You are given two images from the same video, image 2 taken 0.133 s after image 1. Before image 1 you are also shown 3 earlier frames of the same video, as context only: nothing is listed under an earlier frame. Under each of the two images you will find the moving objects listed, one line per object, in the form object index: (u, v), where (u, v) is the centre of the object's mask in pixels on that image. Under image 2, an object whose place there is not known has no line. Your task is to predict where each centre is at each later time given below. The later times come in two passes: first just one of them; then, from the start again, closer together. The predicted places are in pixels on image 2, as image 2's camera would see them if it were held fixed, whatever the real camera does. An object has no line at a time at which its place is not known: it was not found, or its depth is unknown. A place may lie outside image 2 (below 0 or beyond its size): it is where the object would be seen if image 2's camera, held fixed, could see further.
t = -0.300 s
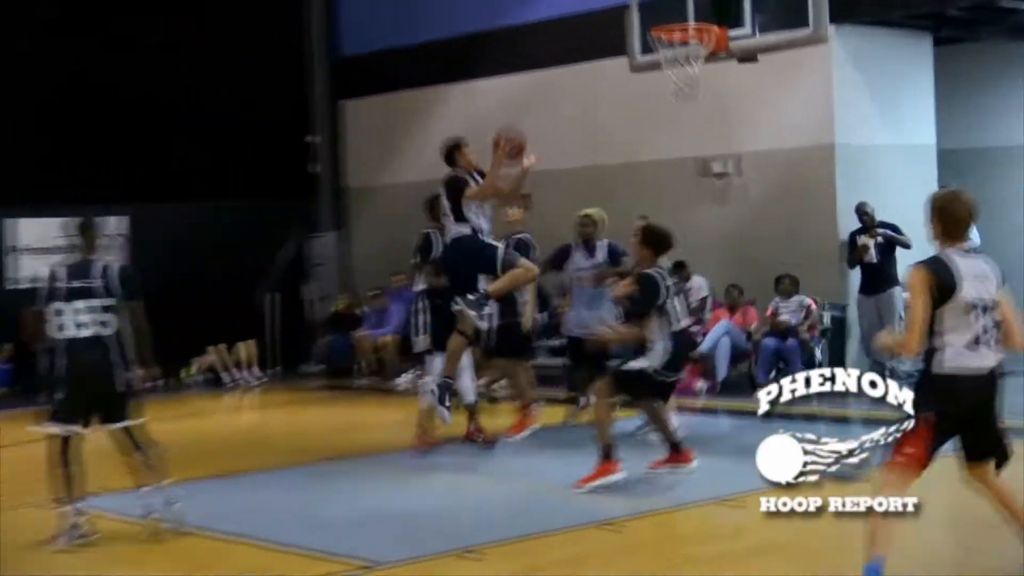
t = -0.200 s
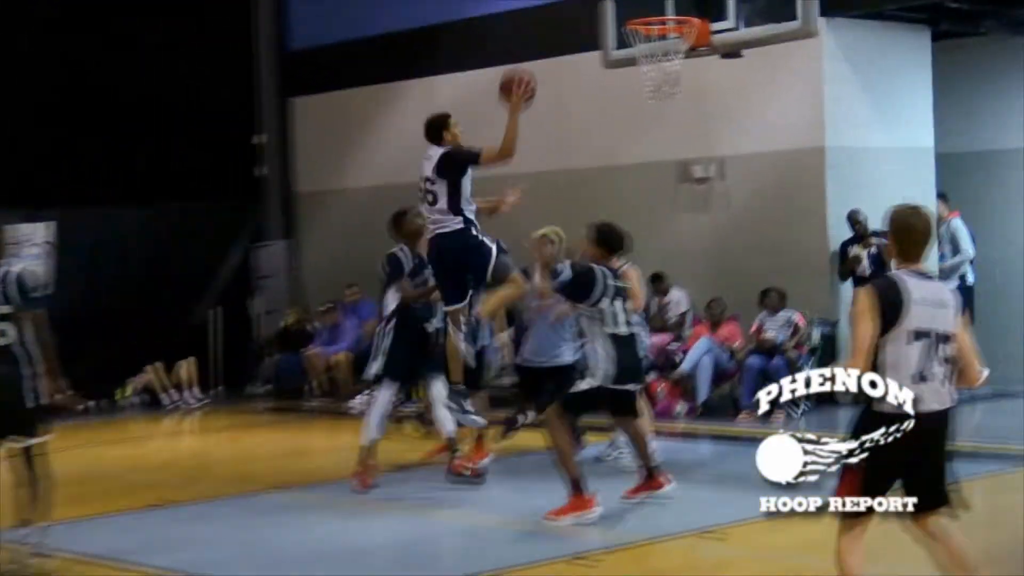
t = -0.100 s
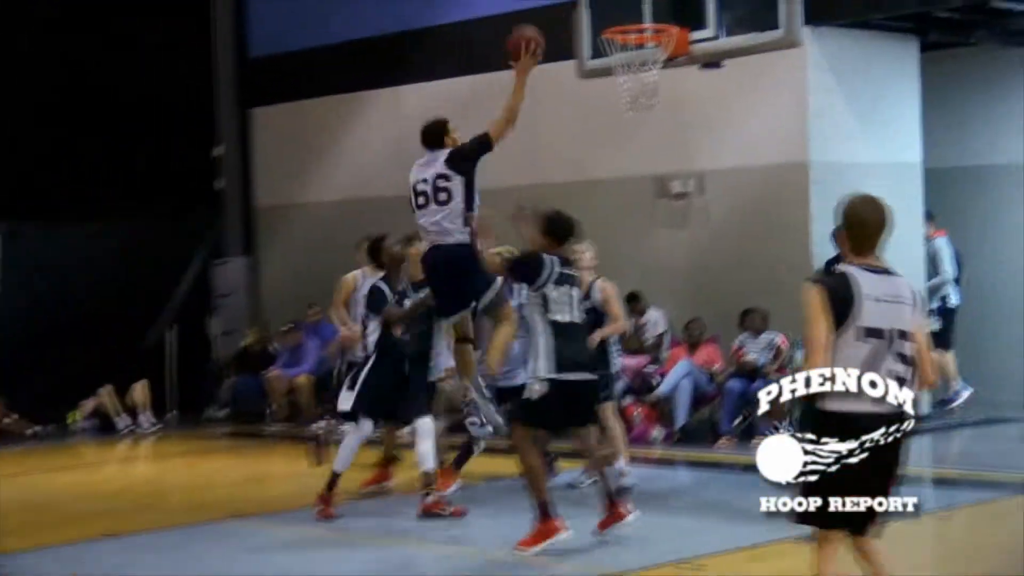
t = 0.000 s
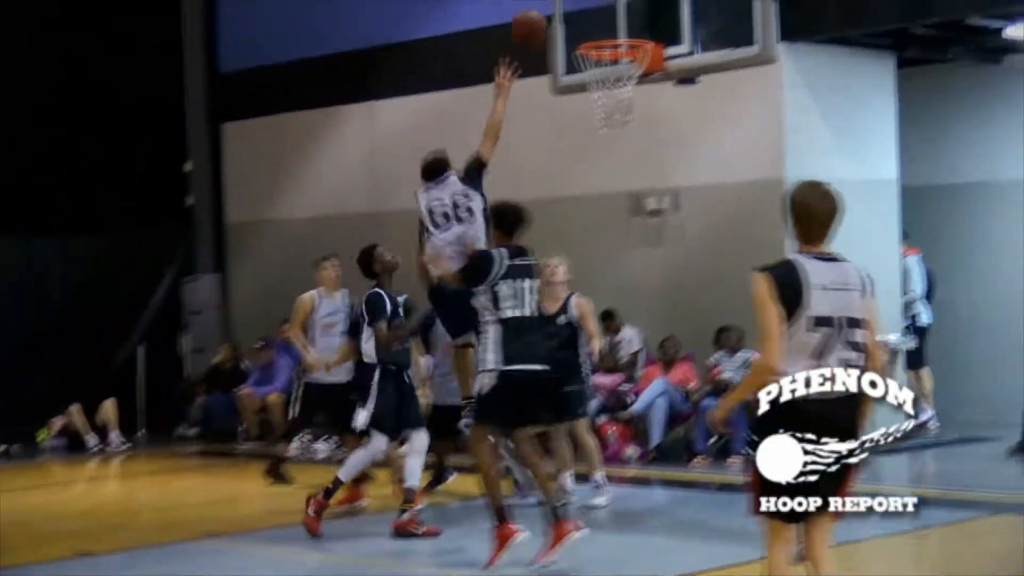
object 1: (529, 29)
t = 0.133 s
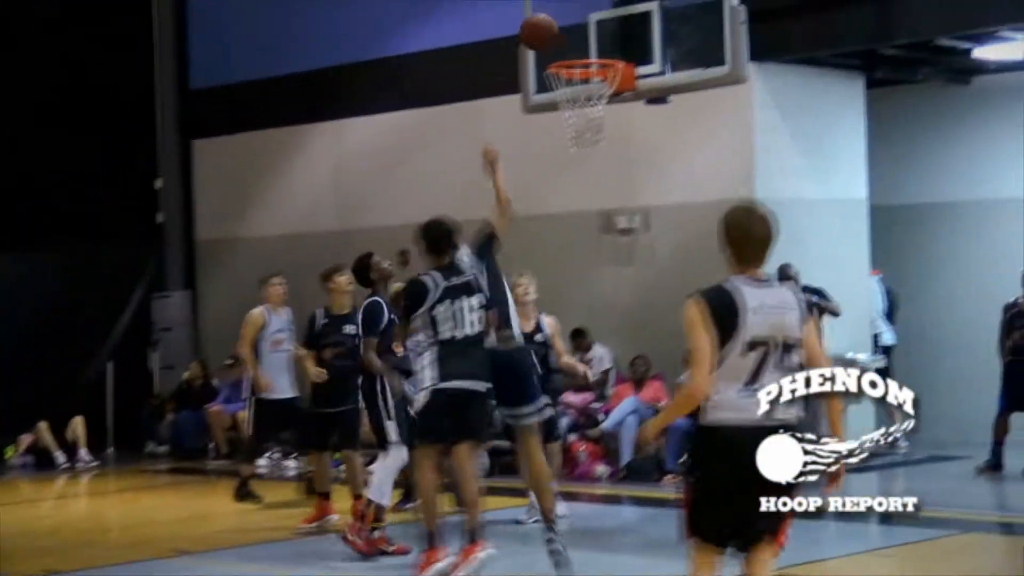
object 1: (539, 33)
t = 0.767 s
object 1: (553, 147)
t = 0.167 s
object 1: (549, 32)
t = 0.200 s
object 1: (557, 36)
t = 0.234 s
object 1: (566, 40)
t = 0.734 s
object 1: (554, 139)
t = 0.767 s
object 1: (553, 147)
